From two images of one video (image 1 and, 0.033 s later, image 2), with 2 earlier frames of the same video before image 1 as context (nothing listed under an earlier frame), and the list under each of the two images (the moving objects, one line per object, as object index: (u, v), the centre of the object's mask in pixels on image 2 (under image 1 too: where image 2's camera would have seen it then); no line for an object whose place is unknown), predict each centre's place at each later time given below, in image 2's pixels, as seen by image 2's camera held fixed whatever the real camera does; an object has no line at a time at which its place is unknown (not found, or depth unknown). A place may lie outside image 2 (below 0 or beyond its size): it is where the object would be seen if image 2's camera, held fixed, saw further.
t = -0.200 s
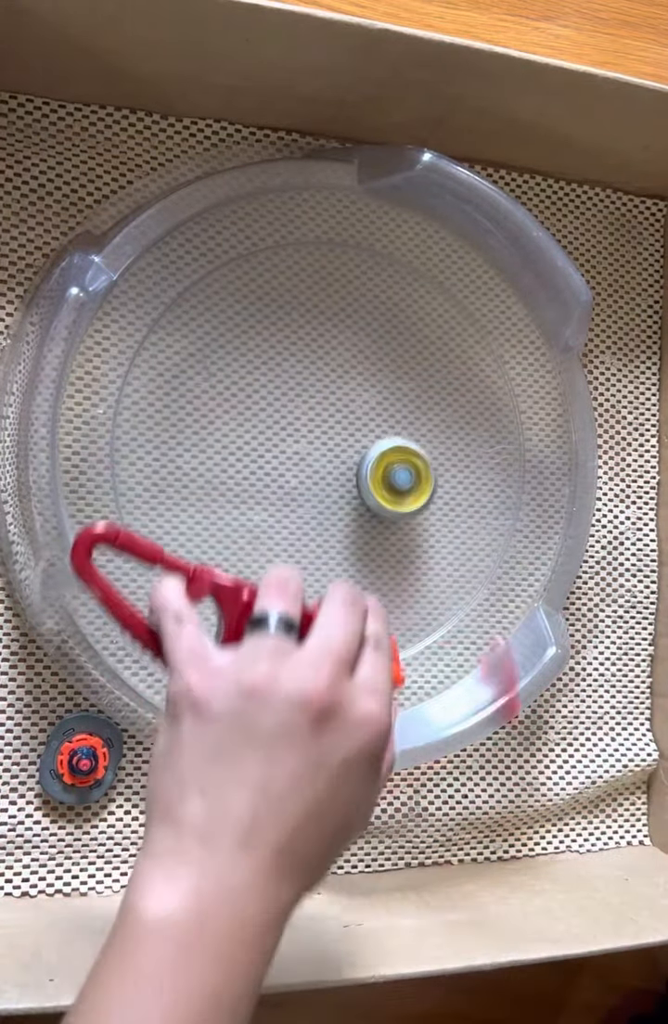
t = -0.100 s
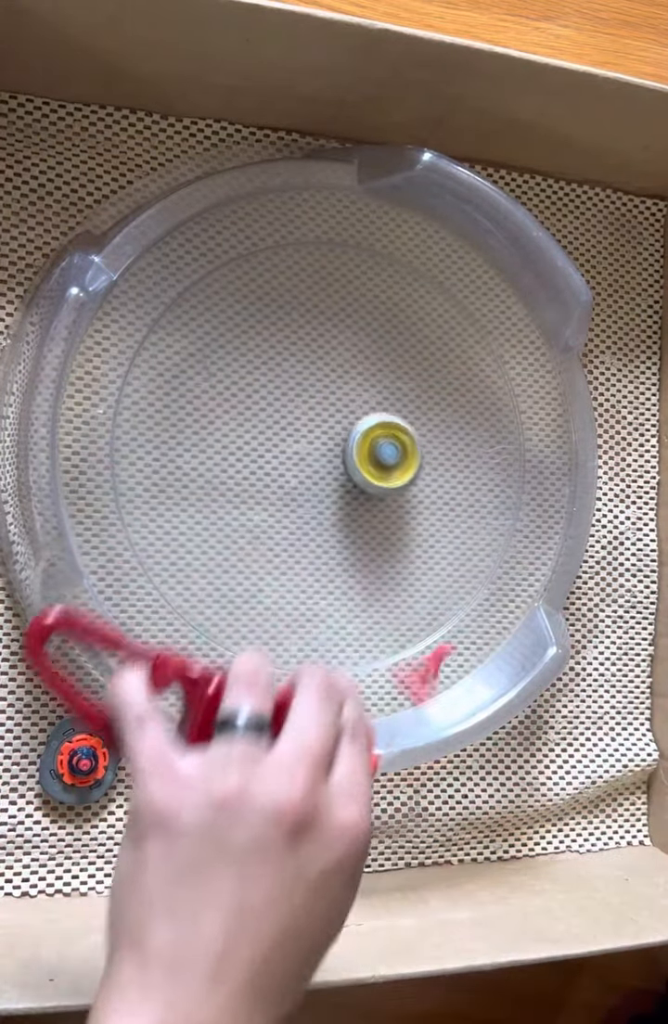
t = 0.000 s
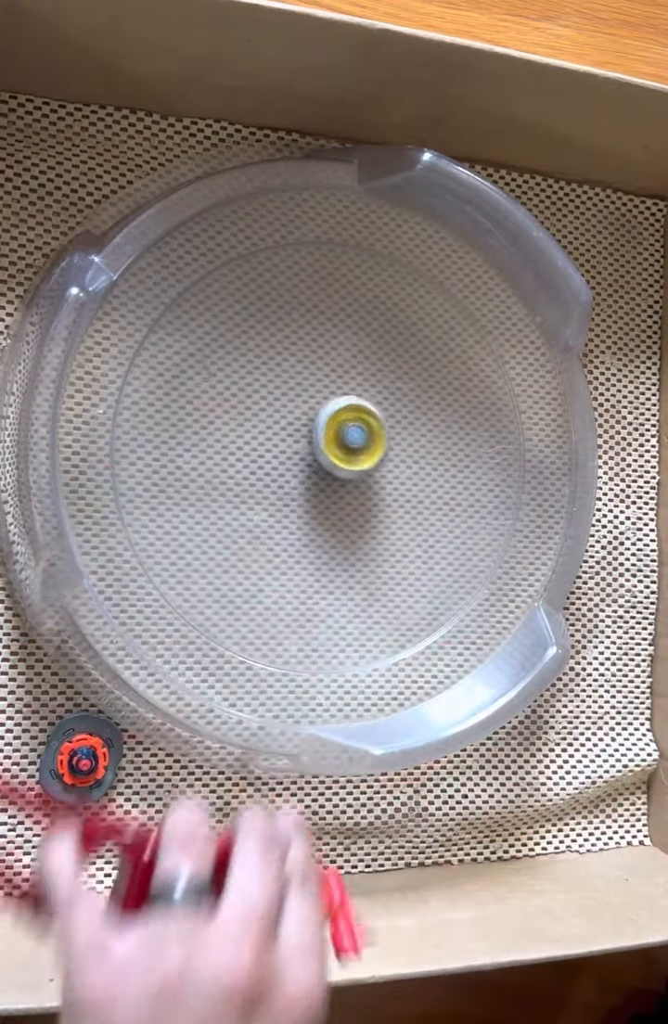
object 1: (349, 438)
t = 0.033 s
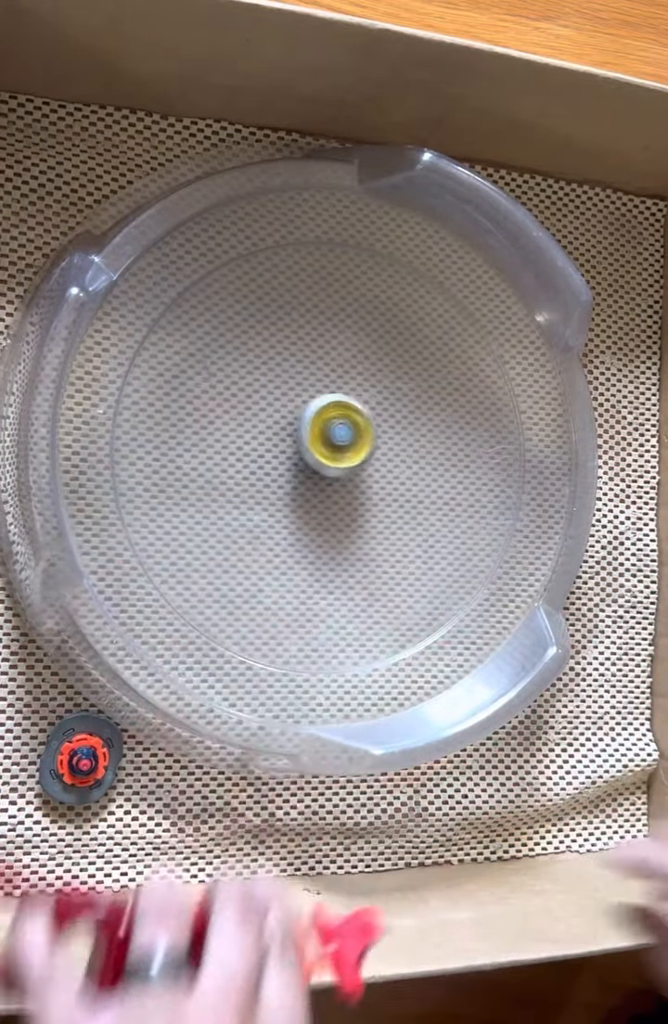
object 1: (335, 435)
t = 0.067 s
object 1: (320, 435)
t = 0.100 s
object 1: (305, 438)
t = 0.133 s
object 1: (291, 443)
